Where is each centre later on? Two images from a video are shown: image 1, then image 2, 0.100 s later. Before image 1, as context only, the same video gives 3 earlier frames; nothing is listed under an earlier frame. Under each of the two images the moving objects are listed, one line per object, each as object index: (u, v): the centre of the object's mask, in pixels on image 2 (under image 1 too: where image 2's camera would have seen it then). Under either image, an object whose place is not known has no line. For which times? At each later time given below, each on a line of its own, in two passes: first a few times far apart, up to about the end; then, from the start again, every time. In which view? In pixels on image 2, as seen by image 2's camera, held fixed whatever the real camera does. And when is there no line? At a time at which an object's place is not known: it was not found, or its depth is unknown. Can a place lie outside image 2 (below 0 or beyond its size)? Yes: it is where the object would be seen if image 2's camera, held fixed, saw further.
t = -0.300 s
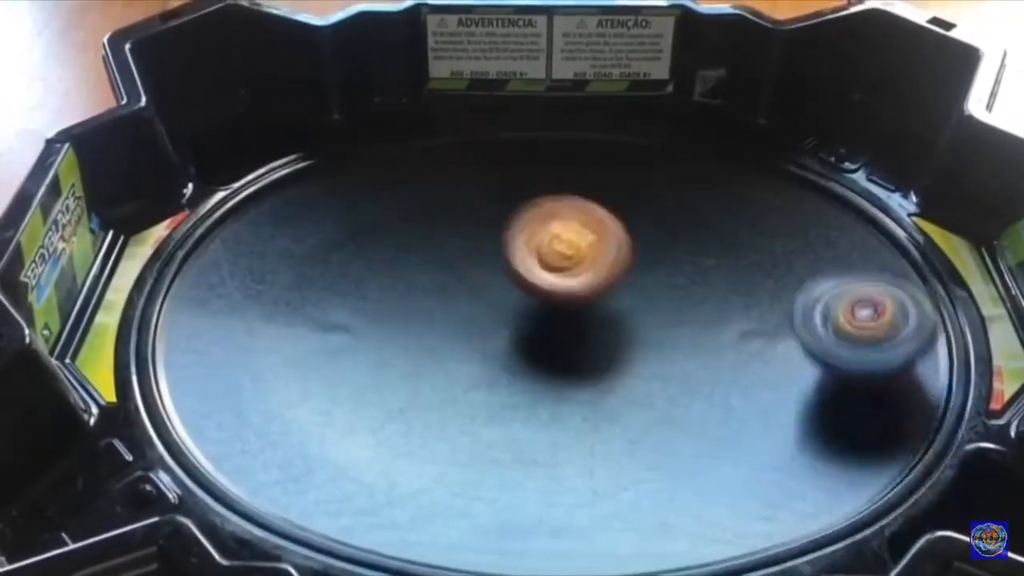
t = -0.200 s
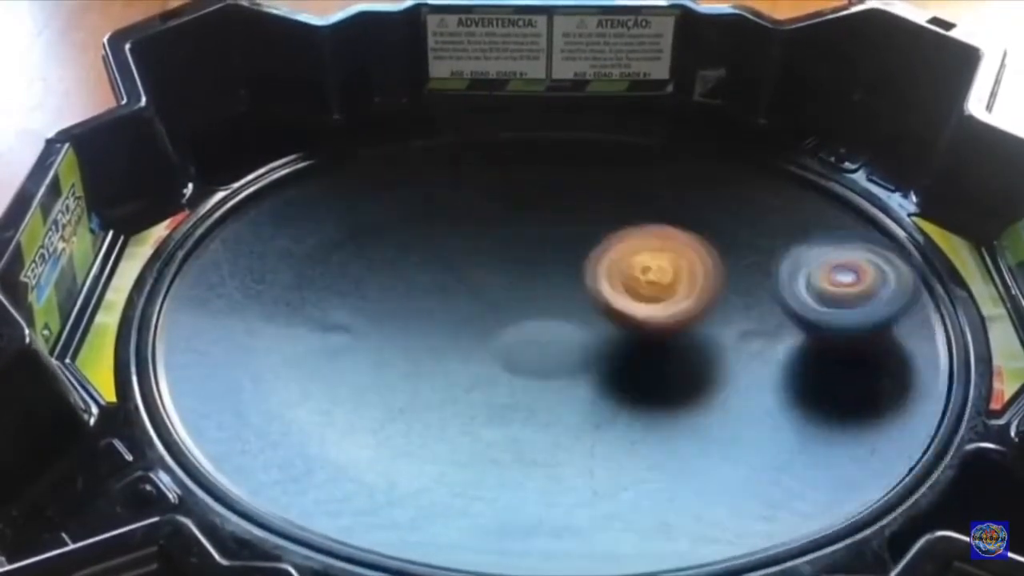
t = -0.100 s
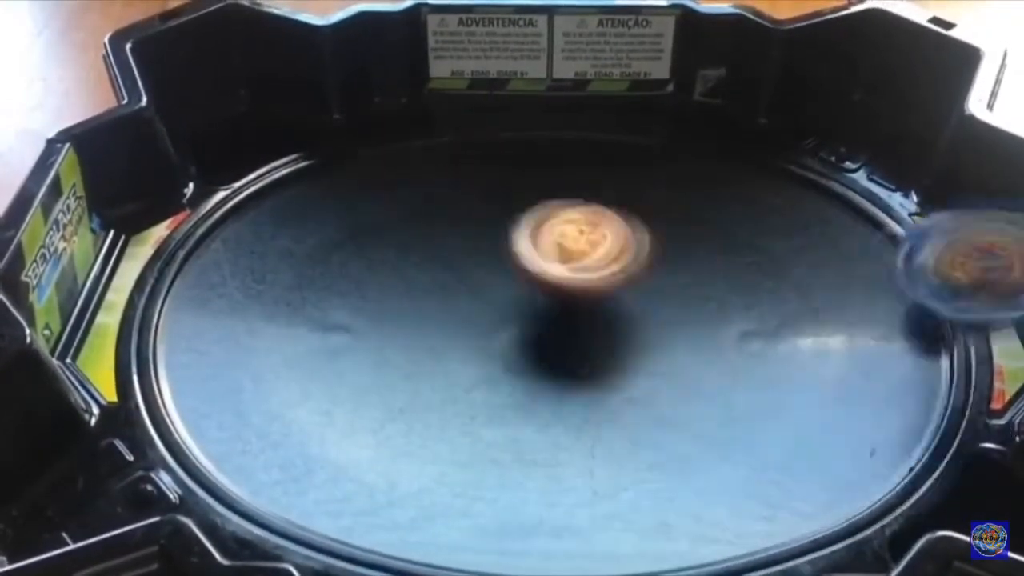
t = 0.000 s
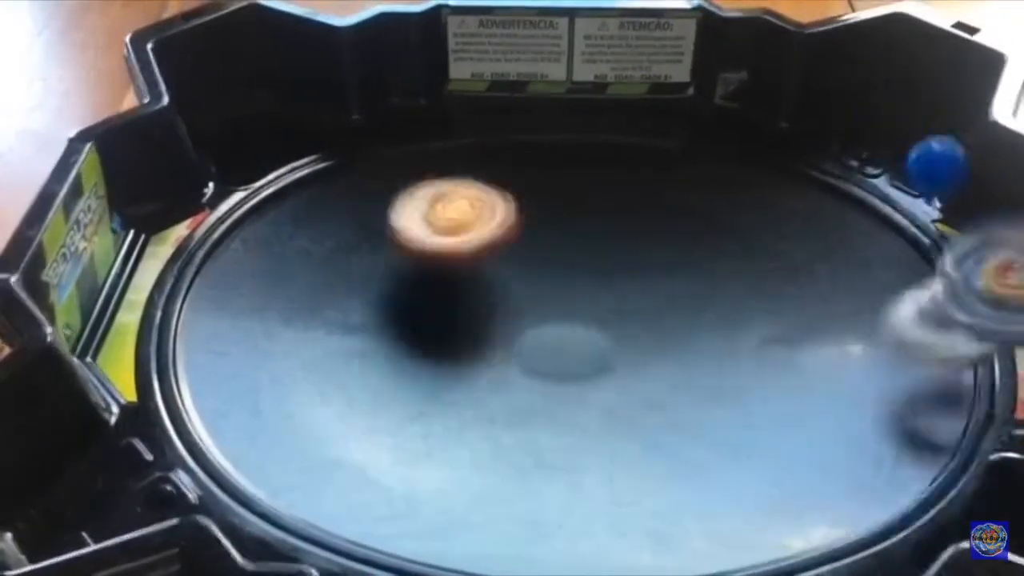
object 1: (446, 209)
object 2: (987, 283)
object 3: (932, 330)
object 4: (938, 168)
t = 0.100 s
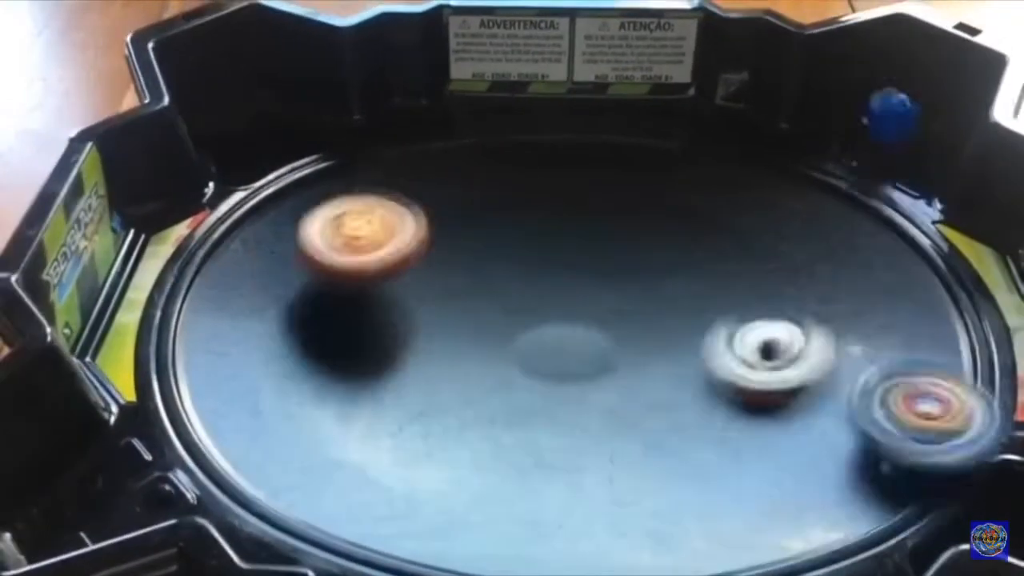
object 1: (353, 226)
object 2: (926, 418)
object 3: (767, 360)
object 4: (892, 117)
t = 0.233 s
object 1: (284, 298)
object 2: (728, 423)
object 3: (534, 333)
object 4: (923, 117)
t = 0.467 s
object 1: (419, 435)
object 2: (427, 334)
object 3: (300, 289)
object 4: (777, 149)
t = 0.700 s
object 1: (705, 359)
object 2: (472, 361)
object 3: (295, 262)
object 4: (594, 324)
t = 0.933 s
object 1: (682, 178)
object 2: (473, 360)
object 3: (334, 278)
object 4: (624, 437)
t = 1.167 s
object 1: (485, 135)
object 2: (473, 360)
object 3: (339, 282)
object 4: (637, 406)
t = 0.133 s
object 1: (332, 237)
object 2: (892, 421)
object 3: (704, 356)
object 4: (880, 100)
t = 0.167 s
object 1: (311, 254)
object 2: (845, 429)
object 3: (644, 351)
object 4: (886, 89)
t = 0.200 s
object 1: (296, 275)
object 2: (787, 431)
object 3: (586, 342)
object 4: (901, 100)
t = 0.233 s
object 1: (284, 298)
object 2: (728, 423)
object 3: (534, 333)
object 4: (923, 117)
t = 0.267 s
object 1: (277, 324)
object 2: (675, 414)
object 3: (485, 324)
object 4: (935, 127)
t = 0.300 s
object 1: (281, 347)
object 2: (621, 404)
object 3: (441, 315)
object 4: (907, 127)
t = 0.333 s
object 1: (299, 370)
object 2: (575, 385)
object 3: (403, 307)
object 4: (865, 120)
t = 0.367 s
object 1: (322, 392)
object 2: (534, 377)
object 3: (367, 301)
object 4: (839, 116)
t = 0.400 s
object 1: (348, 415)
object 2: (493, 366)
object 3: (340, 295)
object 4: (816, 122)
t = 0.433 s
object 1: (379, 427)
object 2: (457, 348)
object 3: (317, 291)
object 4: (797, 138)
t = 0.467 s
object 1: (419, 435)
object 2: (427, 334)
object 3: (300, 289)
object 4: (777, 149)
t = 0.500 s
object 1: (463, 443)
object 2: (402, 323)
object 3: (290, 290)
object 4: (755, 168)
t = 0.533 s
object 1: (514, 444)
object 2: (396, 323)
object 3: (279, 282)
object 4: (725, 186)
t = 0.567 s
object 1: (561, 439)
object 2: (416, 334)
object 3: (258, 269)
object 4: (699, 212)
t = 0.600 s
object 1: (609, 427)
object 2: (434, 347)
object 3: (263, 261)
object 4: (671, 238)
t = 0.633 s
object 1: (647, 408)
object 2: (452, 354)
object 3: (273, 260)
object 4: (648, 264)
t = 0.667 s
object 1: (678, 382)
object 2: (464, 359)
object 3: (285, 260)
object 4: (620, 295)
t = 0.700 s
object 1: (705, 359)
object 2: (472, 361)
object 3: (295, 262)
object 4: (594, 324)
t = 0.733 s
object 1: (723, 329)
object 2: (474, 361)
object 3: (304, 263)
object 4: (576, 350)
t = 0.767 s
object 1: (732, 303)
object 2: (474, 359)
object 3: (311, 267)
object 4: (582, 375)
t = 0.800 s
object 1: (730, 276)
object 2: (473, 360)
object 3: (317, 270)
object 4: (589, 397)
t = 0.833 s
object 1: (726, 249)
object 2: (473, 360)
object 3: (323, 273)
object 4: (597, 411)
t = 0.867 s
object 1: (715, 220)
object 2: (473, 360)
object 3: (327, 276)
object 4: (605, 421)
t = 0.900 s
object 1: (701, 198)
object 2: (473, 359)
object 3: (331, 277)
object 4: (614, 429)
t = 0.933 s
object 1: (682, 178)
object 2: (473, 360)
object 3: (334, 278)
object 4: (624, 437)
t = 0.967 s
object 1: (658, 161)
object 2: (473, 359)
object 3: (335, 280)
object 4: (632, 437)
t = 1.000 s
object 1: (632, 148)
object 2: (473, 360)
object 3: (336, 280)
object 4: (637, 436)
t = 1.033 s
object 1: (606, 140)
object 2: (473, 360)
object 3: (337, 281)
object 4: (641, 434)
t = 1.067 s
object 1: (576, 132)
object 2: (473, 360)
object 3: (337, 281)
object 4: (645, 429)
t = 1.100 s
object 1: (545, 130)
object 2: (473, 360)
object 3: (338, 281)
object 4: (645, 421)
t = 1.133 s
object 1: (515, 133)
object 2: (473, 360)
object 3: (338, 281)
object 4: (642, 414)
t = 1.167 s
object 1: (485, 135)
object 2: (473, 360)
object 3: (339, 282)
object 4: (637, 406)
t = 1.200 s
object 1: (457, 142)
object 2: (474, 359)
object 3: (340, 281)
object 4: (631, 398)
